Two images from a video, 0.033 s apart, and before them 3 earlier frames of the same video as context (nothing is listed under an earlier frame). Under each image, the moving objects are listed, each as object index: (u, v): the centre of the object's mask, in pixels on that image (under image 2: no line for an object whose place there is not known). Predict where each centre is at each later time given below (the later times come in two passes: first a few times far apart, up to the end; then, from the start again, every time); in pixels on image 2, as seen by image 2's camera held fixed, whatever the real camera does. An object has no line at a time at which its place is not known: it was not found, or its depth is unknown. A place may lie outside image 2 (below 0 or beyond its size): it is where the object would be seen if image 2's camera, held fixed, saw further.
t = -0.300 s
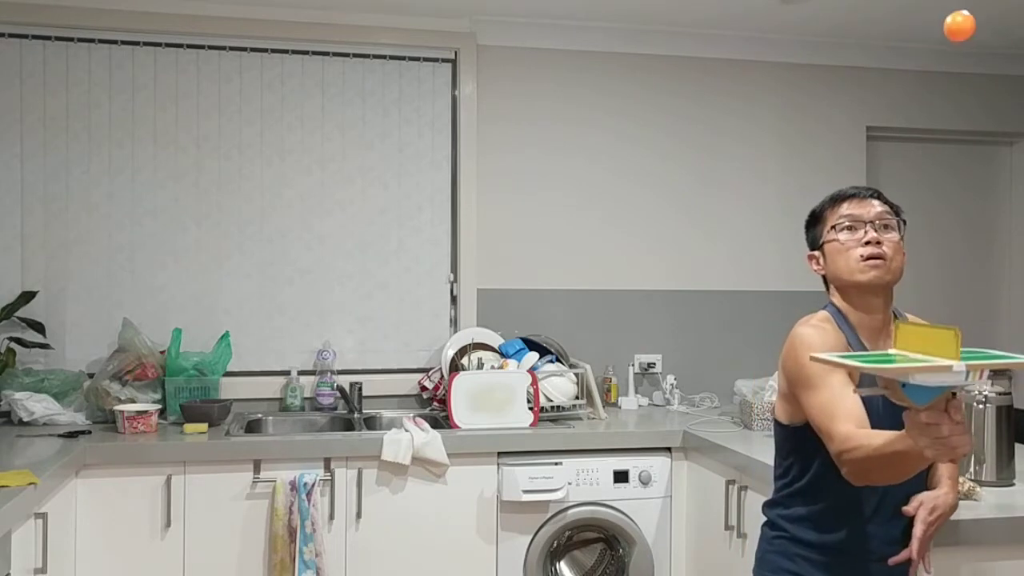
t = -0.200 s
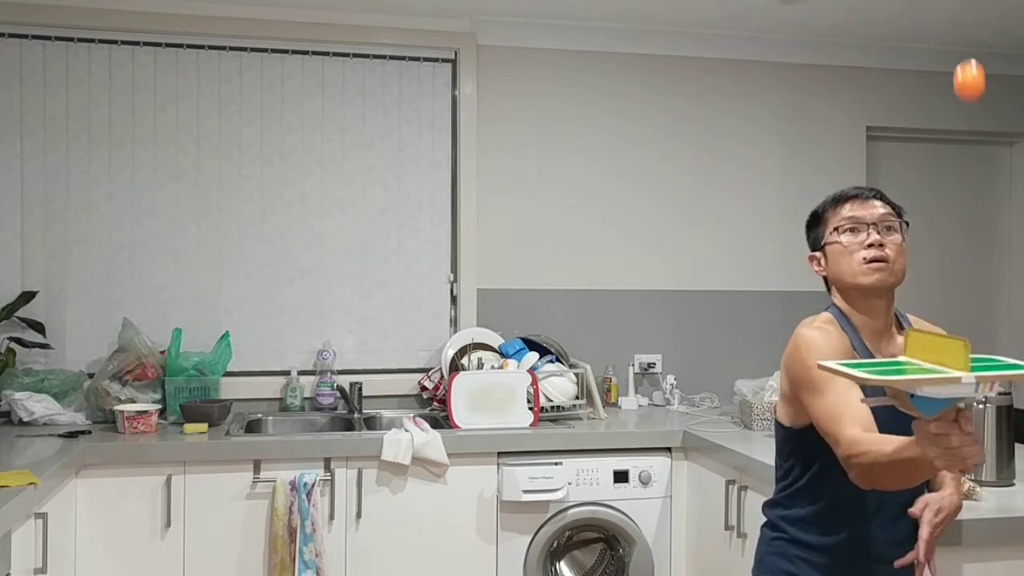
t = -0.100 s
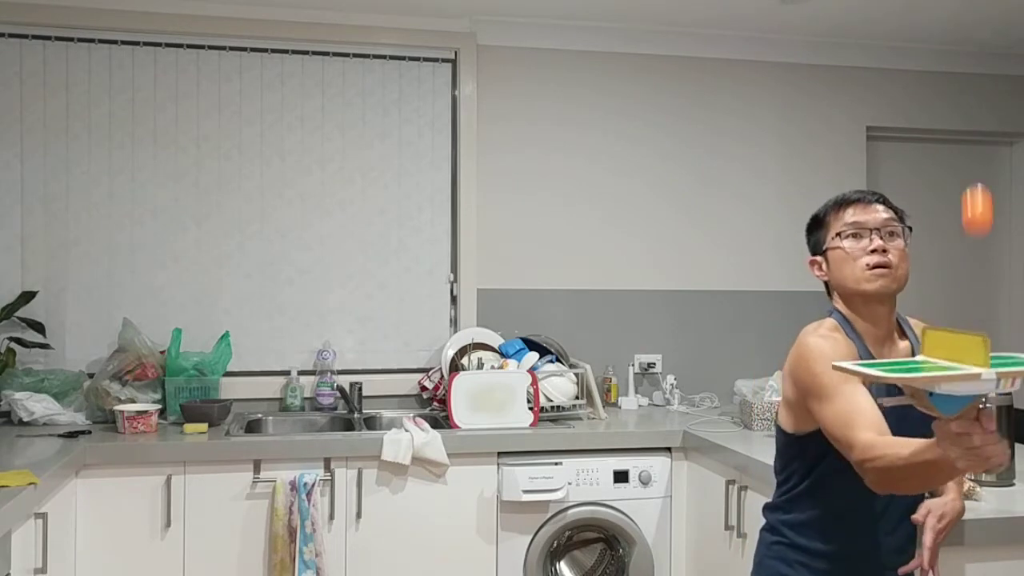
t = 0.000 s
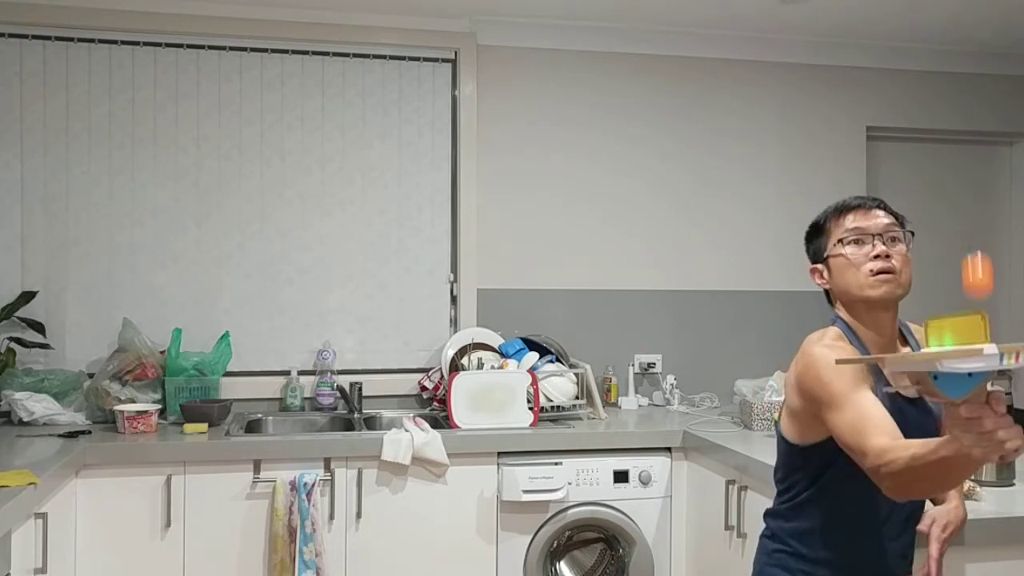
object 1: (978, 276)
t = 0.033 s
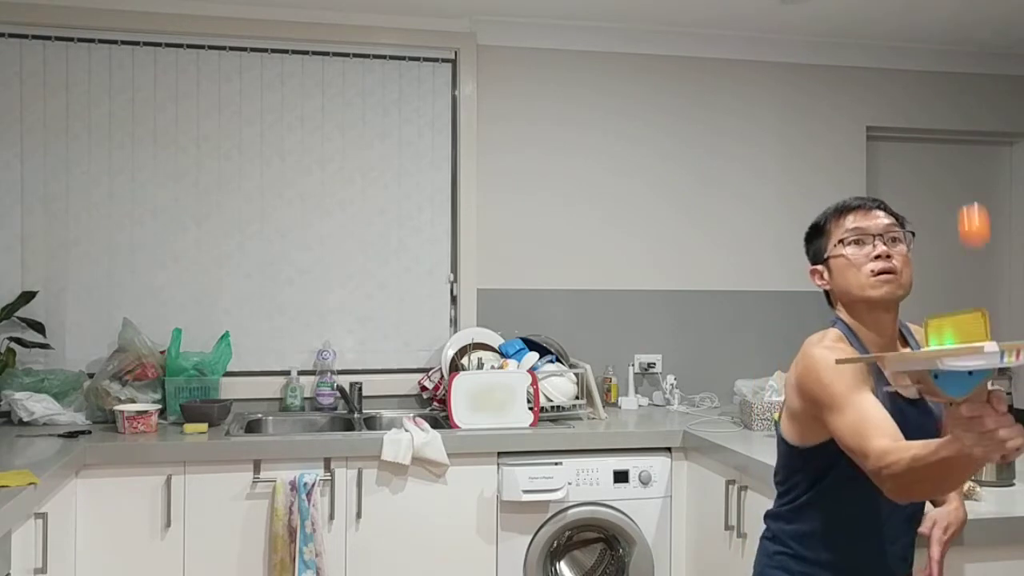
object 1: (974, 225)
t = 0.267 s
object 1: (943, 79)
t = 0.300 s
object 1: (937, 88)
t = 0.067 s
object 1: (970, 183)
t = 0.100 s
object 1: (966, 148)
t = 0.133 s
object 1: (961, 117)
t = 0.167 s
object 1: (956, 96)
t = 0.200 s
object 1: (951, 82)
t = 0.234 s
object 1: (947, 77)
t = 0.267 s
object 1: (943, 79)
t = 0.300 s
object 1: (937, 88)
